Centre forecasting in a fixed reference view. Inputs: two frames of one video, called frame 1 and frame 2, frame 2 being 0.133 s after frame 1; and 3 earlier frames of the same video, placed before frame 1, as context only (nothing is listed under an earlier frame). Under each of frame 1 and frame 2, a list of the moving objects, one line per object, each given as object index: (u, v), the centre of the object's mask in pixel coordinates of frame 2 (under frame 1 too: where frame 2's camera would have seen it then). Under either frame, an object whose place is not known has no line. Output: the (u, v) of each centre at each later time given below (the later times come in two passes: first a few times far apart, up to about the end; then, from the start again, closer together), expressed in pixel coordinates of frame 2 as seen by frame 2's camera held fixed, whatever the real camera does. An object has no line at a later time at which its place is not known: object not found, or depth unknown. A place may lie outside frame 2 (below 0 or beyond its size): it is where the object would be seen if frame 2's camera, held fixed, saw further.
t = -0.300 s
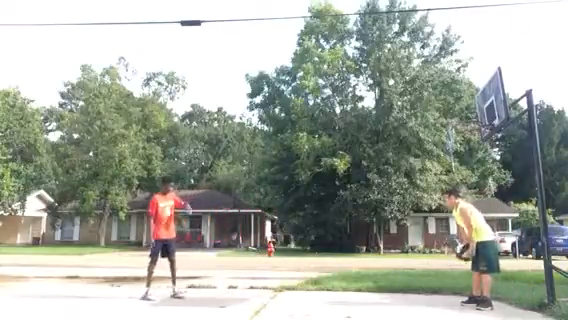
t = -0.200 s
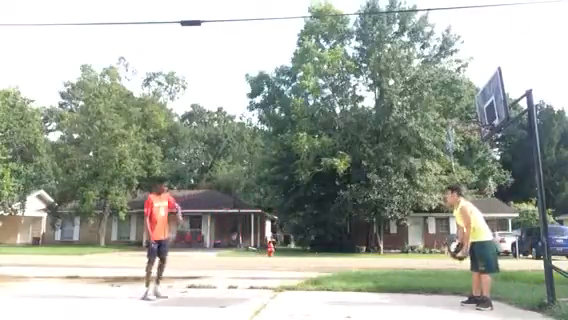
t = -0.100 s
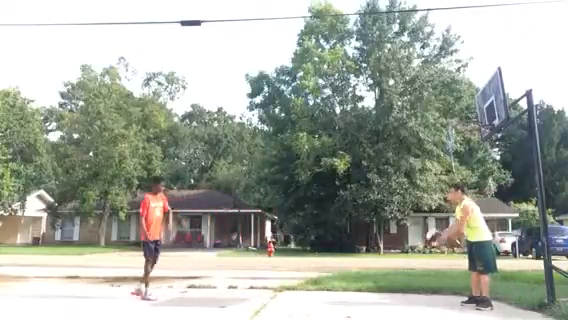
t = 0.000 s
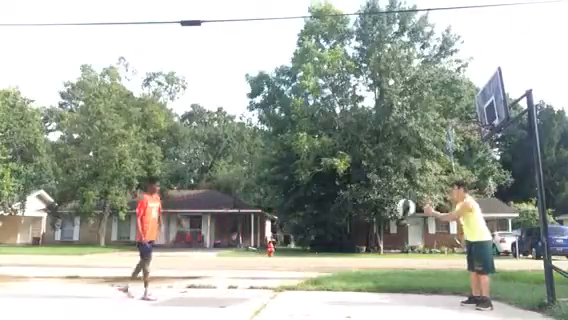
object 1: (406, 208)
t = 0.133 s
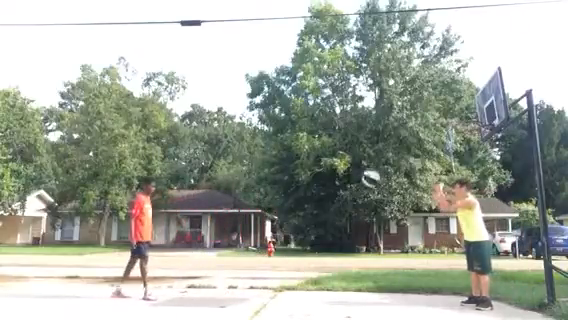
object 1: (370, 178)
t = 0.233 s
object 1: (346, 164)
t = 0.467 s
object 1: (294, 161)
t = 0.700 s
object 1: (242, 196)
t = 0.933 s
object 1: (192, 266)
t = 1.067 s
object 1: (169, 264)
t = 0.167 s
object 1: (363, 172)
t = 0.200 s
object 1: (355, 165)
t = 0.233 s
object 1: (346, 164)
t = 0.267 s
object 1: (340, 161)
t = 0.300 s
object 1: (330, 159)
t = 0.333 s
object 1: (324, 158)
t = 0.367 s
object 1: (317, 158)
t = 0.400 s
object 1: (309, 158)
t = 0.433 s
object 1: (302, 159)
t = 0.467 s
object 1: (294, 161)
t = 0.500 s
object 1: (286, 163)
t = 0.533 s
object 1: (279, 166)
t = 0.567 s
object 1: (272, 171)
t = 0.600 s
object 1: (264, 176)
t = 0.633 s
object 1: (257, 182)
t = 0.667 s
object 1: (250, 189)
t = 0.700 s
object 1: (242, 196)
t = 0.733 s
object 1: (236, 202)
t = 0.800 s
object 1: (221, 222)
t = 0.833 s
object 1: (215, 231)
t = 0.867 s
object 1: (208, 242)
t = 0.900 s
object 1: (200, 253)
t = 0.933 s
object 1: (192, 266)
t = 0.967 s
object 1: (186, 280)
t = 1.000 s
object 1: (178, 292)
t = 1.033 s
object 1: (175, 277)
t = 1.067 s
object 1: (169, 264)
